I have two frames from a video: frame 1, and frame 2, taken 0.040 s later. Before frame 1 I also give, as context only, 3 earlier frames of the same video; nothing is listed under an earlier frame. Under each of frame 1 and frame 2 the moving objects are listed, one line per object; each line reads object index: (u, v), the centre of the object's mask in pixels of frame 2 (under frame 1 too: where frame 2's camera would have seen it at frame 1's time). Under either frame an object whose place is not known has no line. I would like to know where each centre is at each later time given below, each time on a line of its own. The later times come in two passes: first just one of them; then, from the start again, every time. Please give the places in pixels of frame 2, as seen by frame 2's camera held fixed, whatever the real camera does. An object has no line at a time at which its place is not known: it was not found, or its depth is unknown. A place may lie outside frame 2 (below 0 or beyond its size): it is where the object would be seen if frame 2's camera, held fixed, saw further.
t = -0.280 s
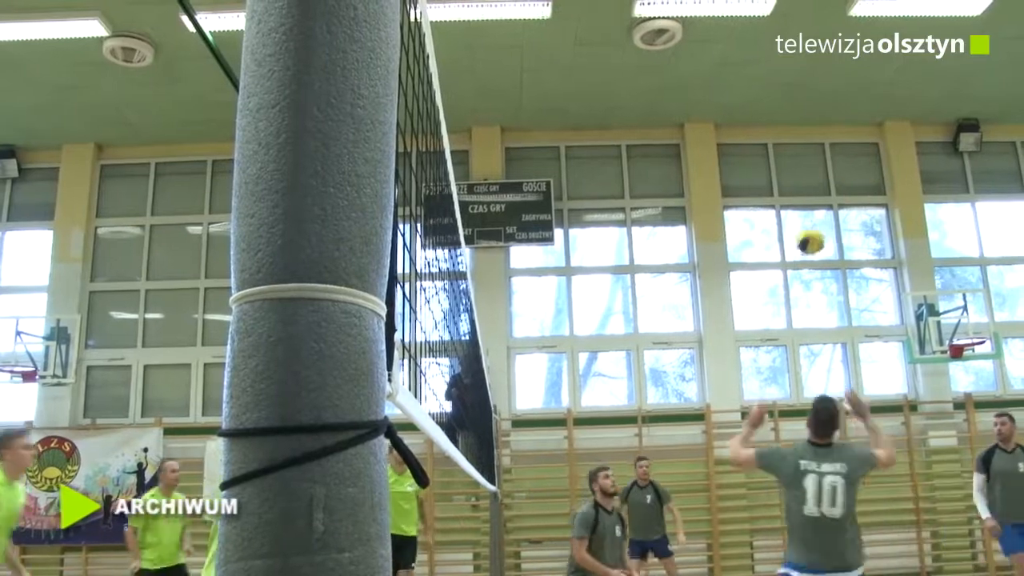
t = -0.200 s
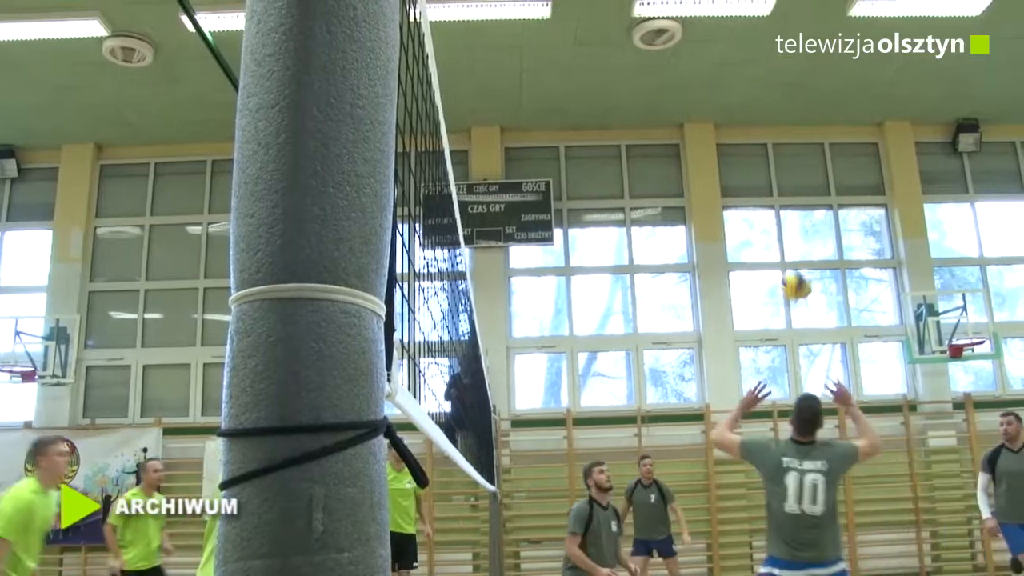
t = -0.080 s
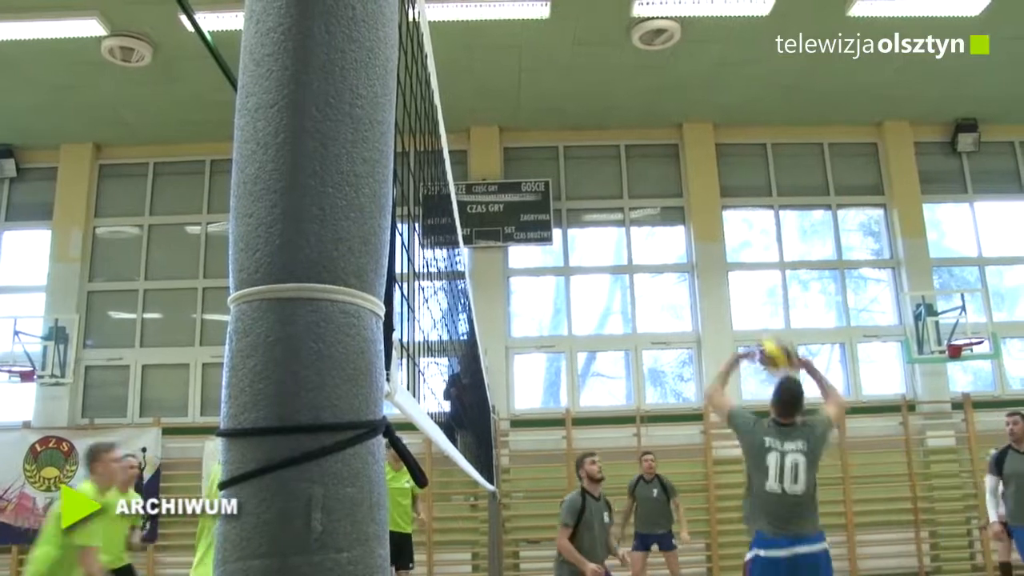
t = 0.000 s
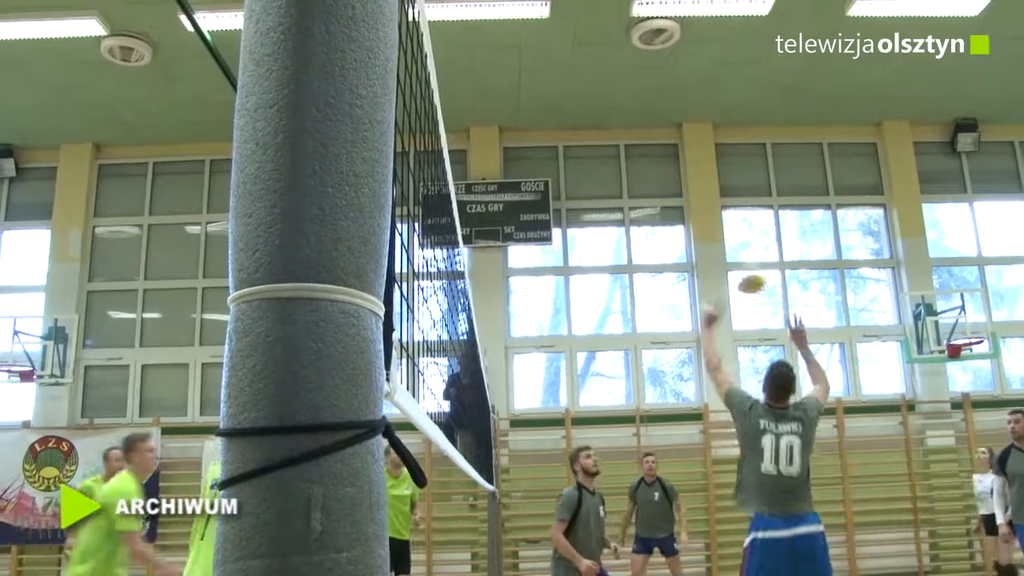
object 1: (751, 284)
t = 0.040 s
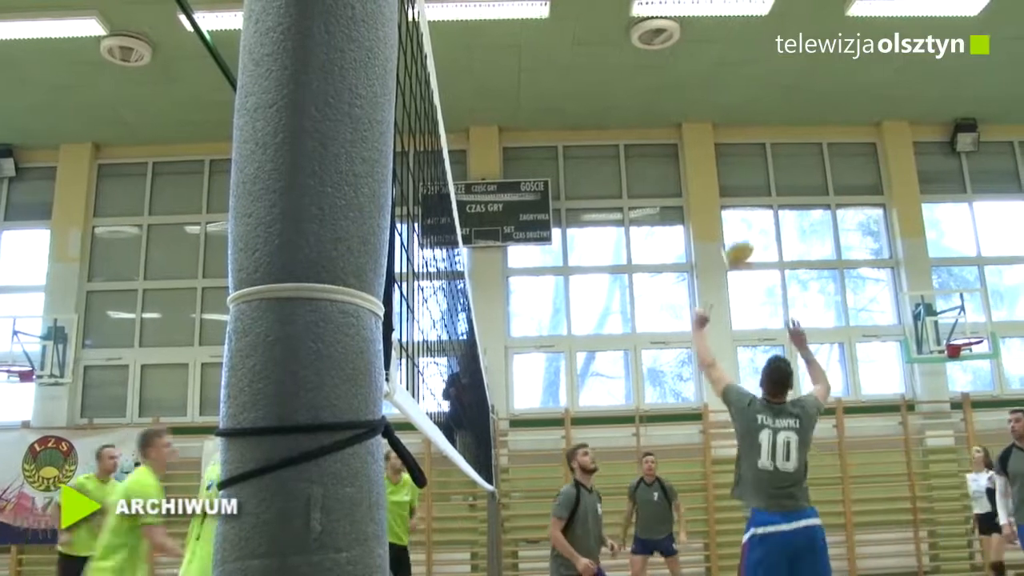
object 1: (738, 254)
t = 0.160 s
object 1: (709, 180)
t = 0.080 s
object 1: (727, 226)
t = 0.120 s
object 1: (719, 201)
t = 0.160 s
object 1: (709, 180)
